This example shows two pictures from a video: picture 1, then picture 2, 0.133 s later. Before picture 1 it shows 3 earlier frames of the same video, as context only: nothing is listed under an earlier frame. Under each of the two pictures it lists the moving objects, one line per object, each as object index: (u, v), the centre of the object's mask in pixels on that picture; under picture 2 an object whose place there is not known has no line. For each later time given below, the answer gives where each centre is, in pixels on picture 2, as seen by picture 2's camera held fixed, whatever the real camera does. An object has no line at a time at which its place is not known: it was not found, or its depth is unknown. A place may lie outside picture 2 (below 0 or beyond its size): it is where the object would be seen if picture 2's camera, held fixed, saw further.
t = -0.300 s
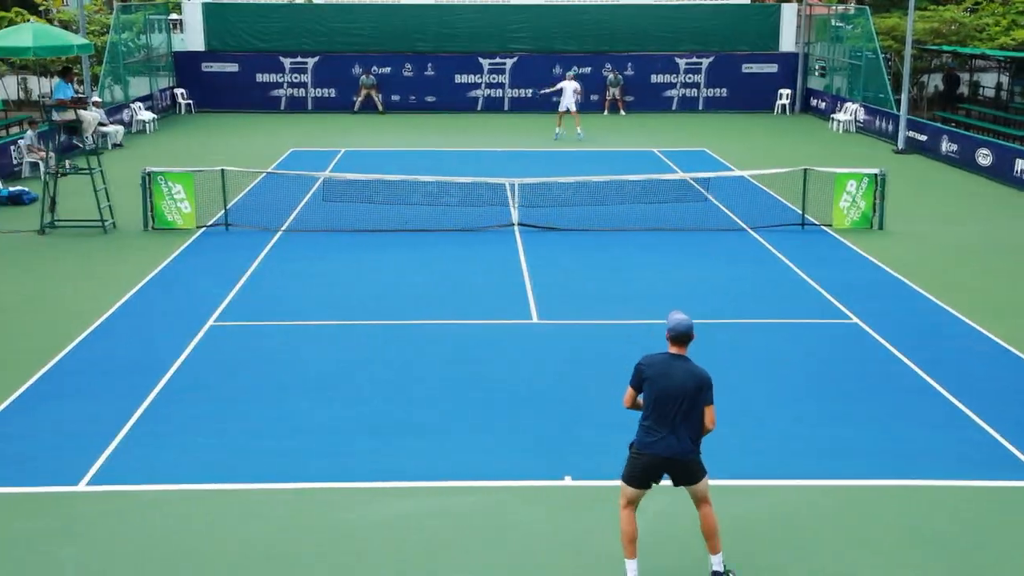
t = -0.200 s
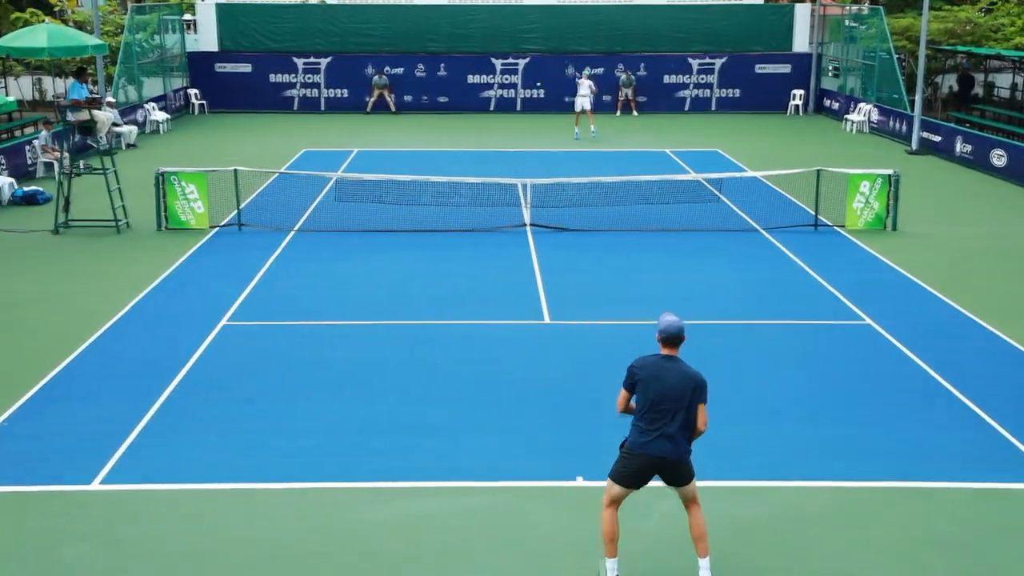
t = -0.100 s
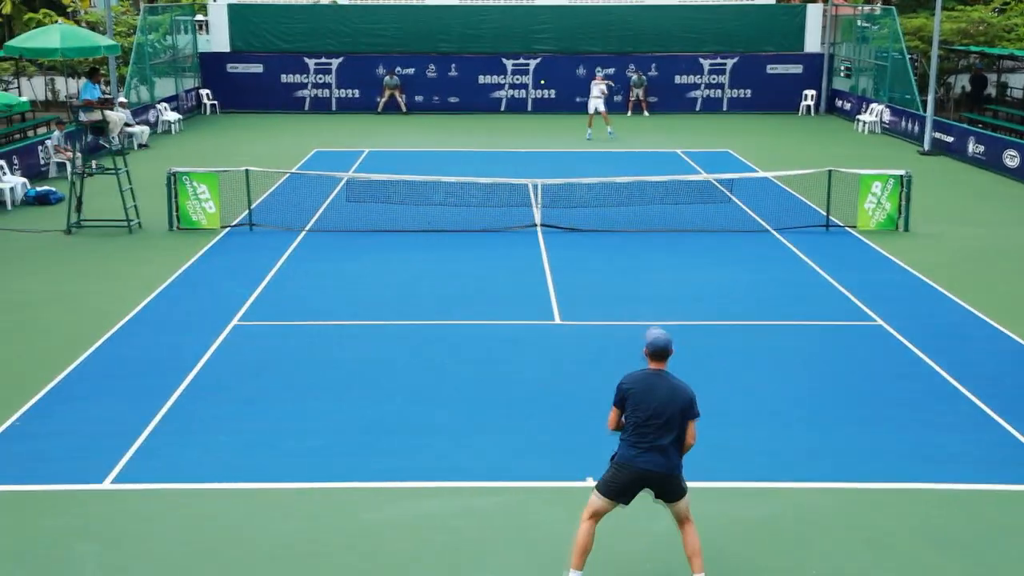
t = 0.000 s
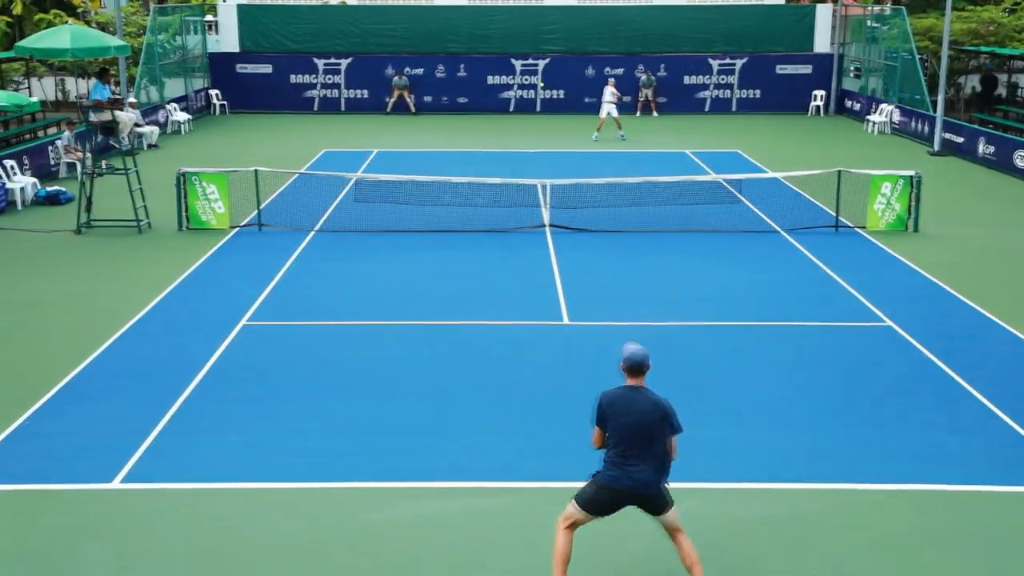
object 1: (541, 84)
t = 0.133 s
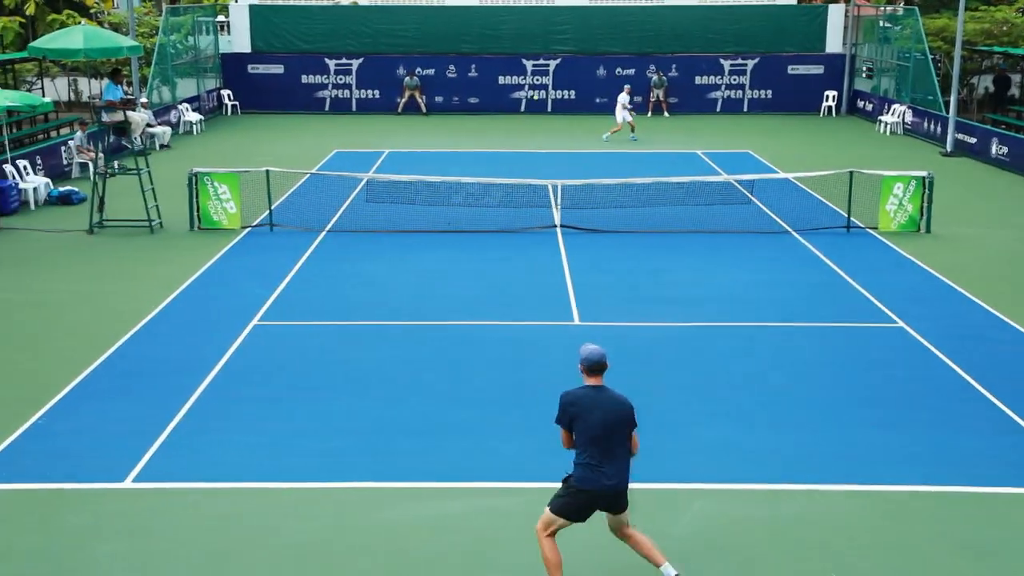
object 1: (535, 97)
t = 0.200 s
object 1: (525, 109)
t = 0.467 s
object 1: (462, 203)
